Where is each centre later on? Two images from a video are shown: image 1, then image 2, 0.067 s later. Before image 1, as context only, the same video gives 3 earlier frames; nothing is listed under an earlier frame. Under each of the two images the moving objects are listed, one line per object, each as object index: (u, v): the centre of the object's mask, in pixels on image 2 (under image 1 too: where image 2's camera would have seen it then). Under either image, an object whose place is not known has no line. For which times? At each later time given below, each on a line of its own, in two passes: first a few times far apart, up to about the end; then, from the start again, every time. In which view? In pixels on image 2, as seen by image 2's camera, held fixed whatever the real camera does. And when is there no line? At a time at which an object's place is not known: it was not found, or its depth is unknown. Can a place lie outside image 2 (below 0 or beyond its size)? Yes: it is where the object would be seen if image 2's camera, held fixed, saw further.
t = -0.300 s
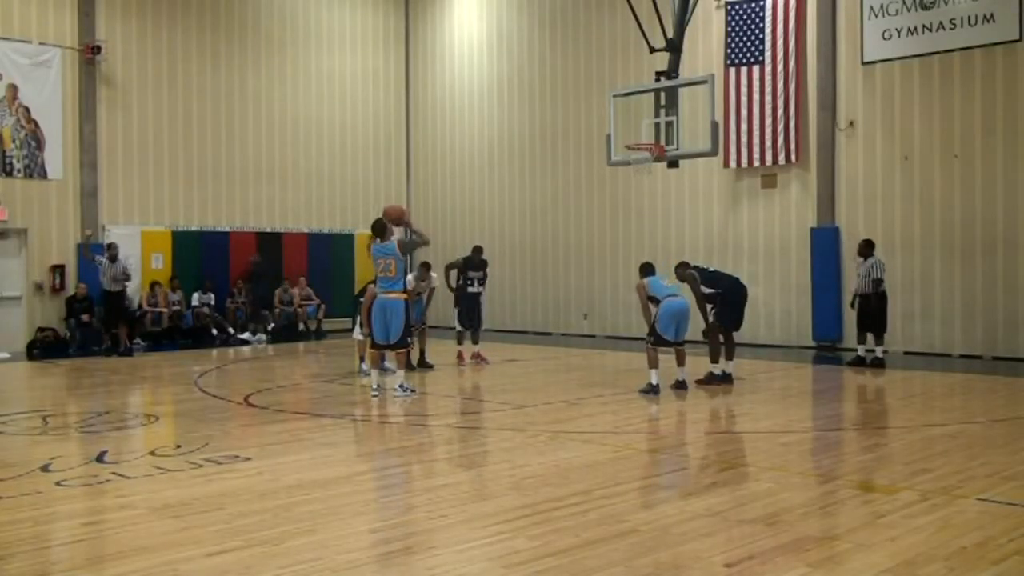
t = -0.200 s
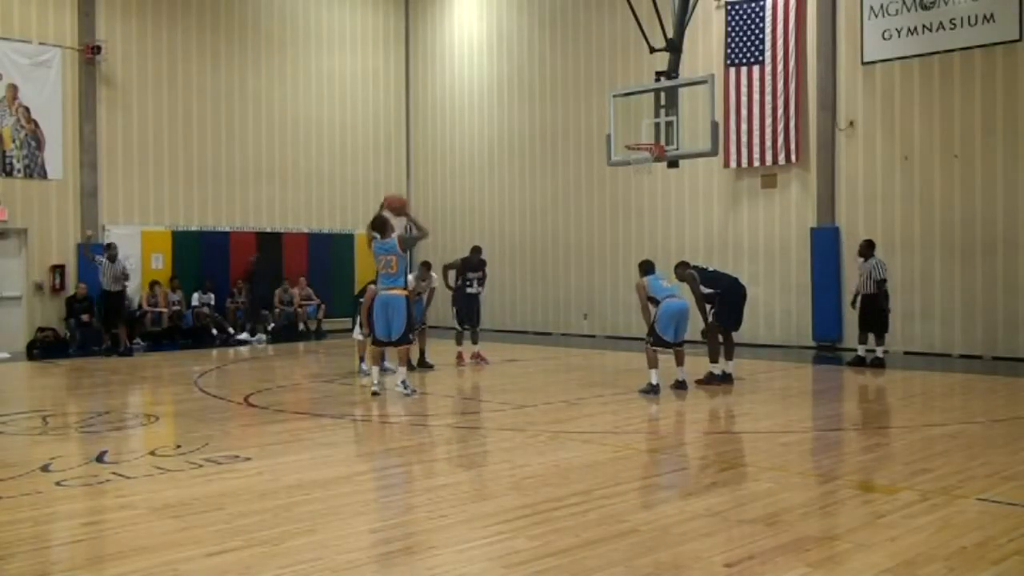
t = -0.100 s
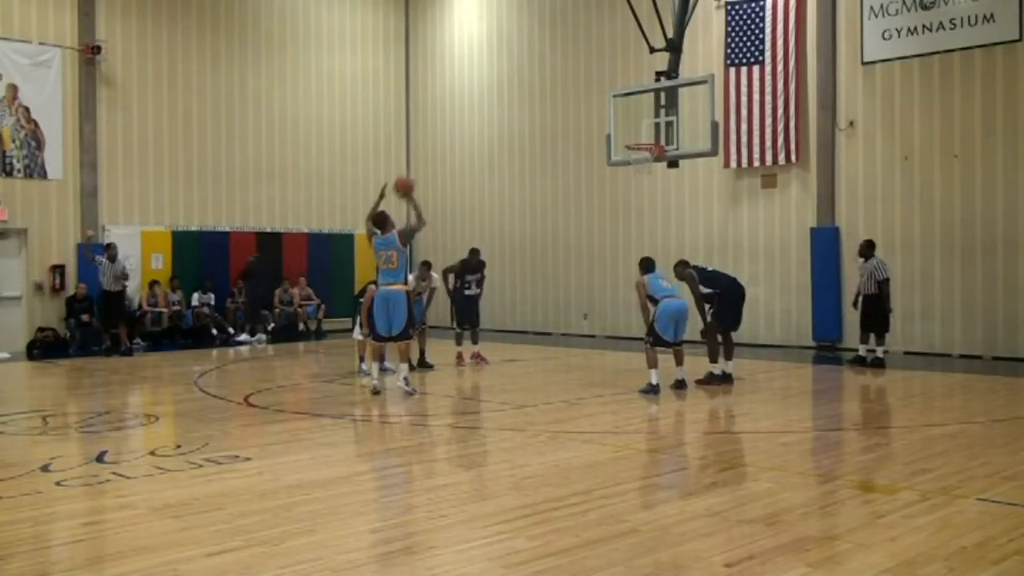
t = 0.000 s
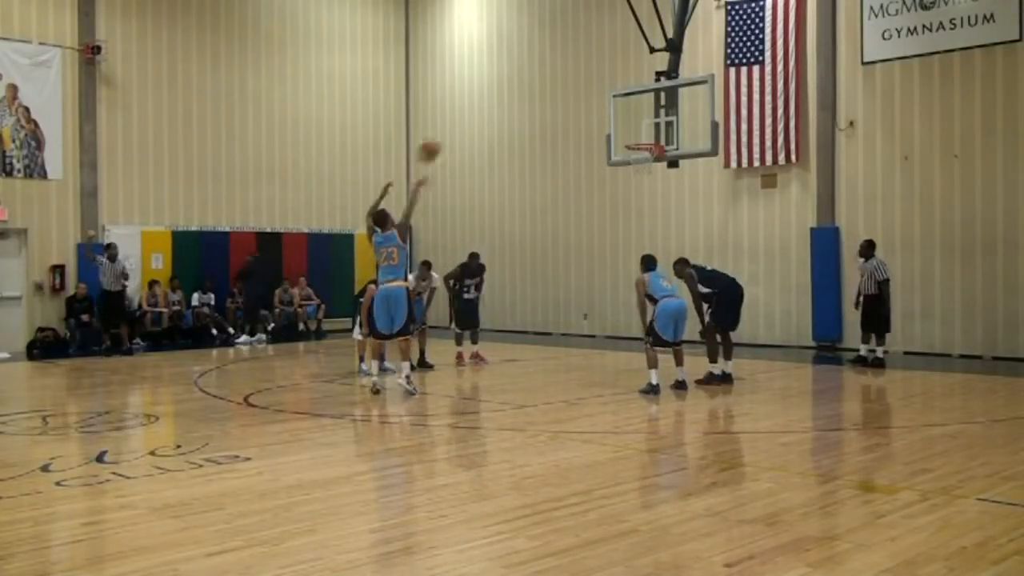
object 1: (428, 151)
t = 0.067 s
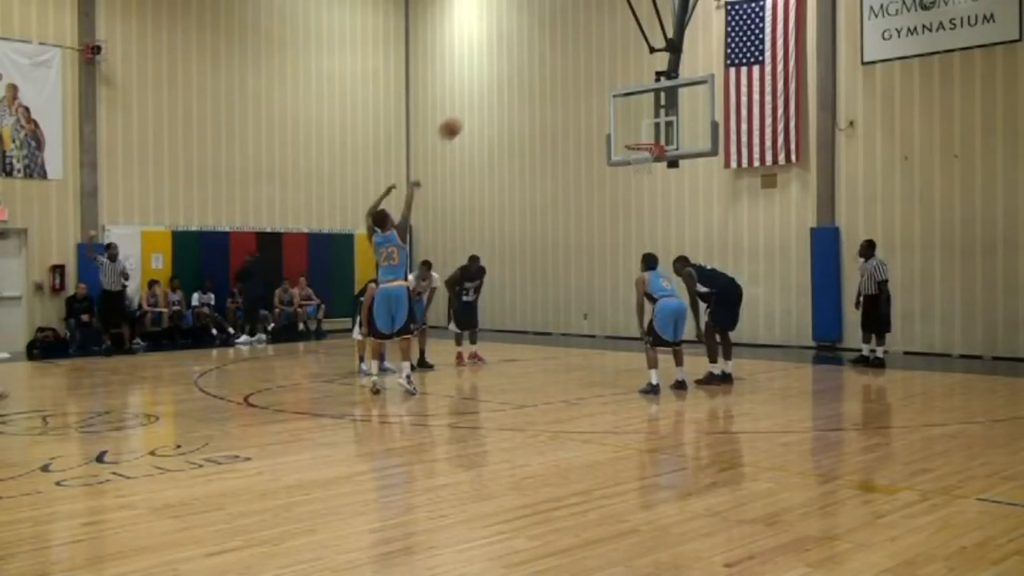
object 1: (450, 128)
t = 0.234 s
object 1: (499, 92)
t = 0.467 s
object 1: (561, 82)
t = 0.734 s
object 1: (624, 118)
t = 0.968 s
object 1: (653, 134)
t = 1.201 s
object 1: (637, 121)
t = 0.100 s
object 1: (460, 119)
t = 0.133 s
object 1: (470, 111)
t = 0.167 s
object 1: (480, 104)
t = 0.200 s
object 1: (490, 98)
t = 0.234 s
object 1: (499, 92)
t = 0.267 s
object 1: (509, 88)
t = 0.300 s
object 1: (518, 85)
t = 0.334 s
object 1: (526, 83)
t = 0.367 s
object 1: (535, 81)
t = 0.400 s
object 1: (544, 81)
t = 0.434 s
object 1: (553, 81)
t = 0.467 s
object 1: (561, 82)
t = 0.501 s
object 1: (570, 84)
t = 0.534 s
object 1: (578, 86)
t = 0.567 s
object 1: (586, 90)
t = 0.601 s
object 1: (594, 94)
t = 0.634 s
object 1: (602, 99)
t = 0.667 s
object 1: (609, 105)
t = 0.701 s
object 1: (617, 111)
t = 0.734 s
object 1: (624, 118)
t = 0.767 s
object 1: (632, 126)
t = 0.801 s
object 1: (639, 135)
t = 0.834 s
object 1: (644, 136)
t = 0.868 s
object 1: (646, 136)
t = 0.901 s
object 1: (649, 138)
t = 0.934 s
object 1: (653, 136)
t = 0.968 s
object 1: (653, 134)
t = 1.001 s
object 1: (653, 132)
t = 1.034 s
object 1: (652, 128)
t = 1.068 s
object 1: (651, 125)
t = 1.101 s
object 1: (646, 123)
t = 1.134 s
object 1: (643, 122)
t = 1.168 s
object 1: (640, 121)
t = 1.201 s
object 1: (637, 121)
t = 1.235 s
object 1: (634, 122)
